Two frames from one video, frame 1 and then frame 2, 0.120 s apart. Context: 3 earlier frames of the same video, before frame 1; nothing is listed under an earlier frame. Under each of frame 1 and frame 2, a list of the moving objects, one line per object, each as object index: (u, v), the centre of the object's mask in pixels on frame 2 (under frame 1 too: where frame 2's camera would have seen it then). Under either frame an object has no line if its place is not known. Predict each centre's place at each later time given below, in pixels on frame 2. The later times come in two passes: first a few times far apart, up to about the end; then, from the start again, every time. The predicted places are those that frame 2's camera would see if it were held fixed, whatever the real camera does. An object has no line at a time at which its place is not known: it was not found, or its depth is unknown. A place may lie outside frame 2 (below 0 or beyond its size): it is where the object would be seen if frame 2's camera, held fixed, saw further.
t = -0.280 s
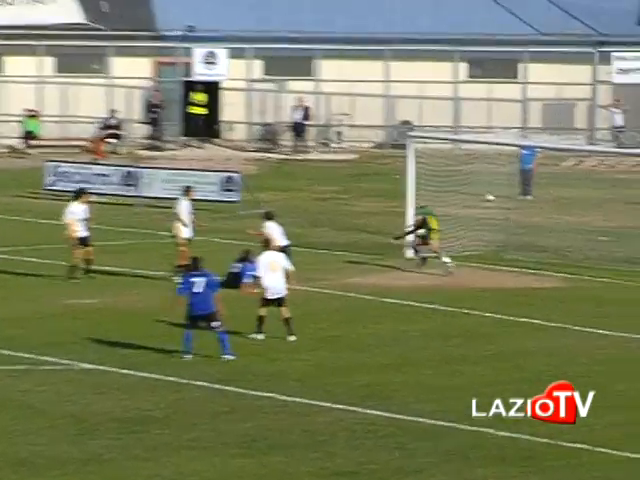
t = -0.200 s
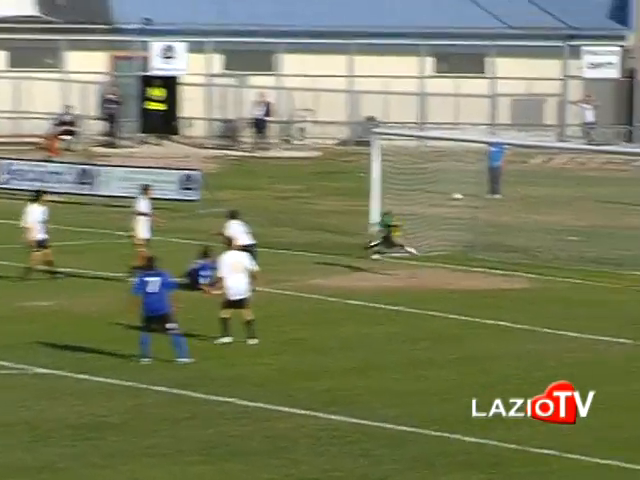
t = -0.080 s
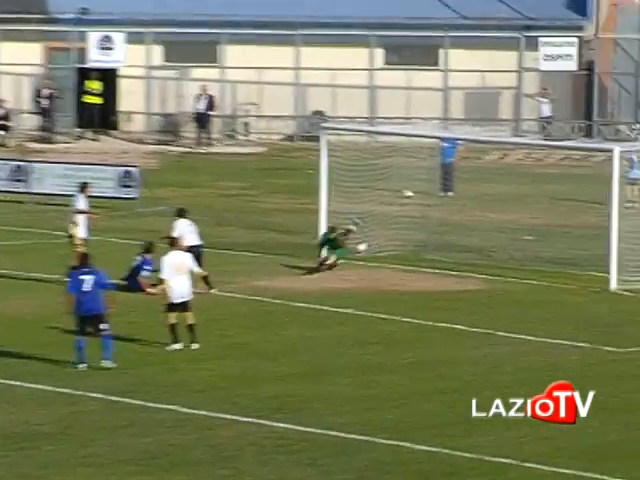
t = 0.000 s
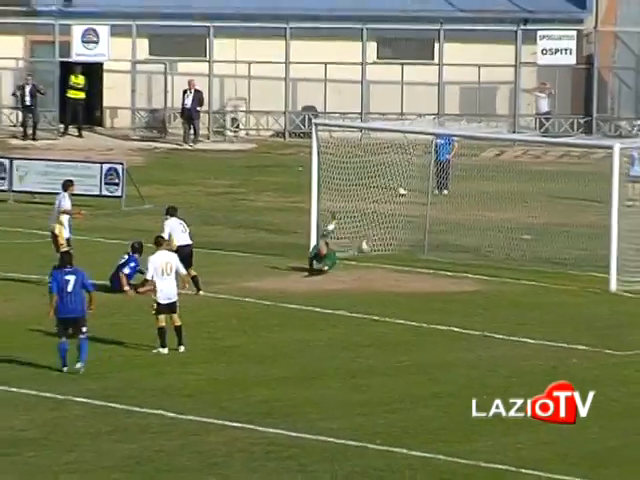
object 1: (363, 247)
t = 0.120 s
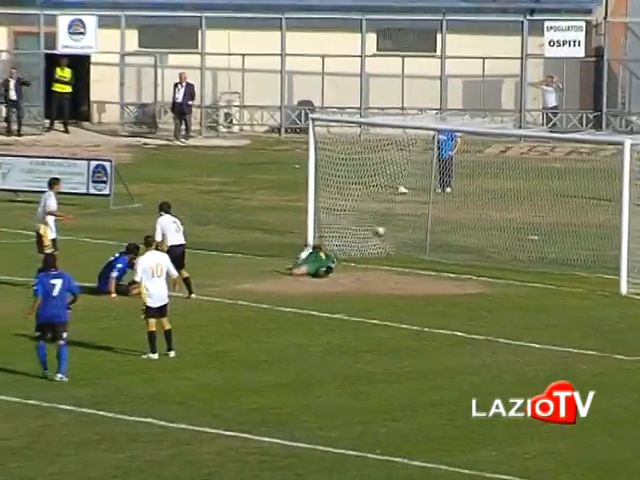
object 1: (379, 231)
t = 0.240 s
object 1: (388, 223)
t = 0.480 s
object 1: (404, 231)
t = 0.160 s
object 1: (382, 227)
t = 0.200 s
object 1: (383, 225)
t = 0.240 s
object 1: (388, 223)
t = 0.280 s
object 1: (390, 222)
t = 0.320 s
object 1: (394, 222)
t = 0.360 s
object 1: (397, 223)
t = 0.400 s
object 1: (399, 224)
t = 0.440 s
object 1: (401, 226)
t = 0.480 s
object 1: (404, 231)
